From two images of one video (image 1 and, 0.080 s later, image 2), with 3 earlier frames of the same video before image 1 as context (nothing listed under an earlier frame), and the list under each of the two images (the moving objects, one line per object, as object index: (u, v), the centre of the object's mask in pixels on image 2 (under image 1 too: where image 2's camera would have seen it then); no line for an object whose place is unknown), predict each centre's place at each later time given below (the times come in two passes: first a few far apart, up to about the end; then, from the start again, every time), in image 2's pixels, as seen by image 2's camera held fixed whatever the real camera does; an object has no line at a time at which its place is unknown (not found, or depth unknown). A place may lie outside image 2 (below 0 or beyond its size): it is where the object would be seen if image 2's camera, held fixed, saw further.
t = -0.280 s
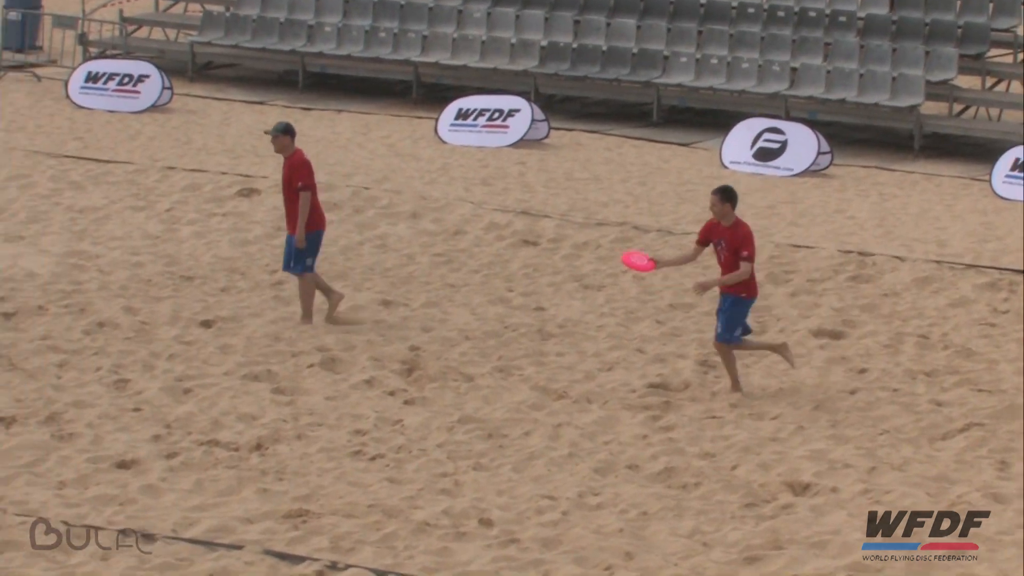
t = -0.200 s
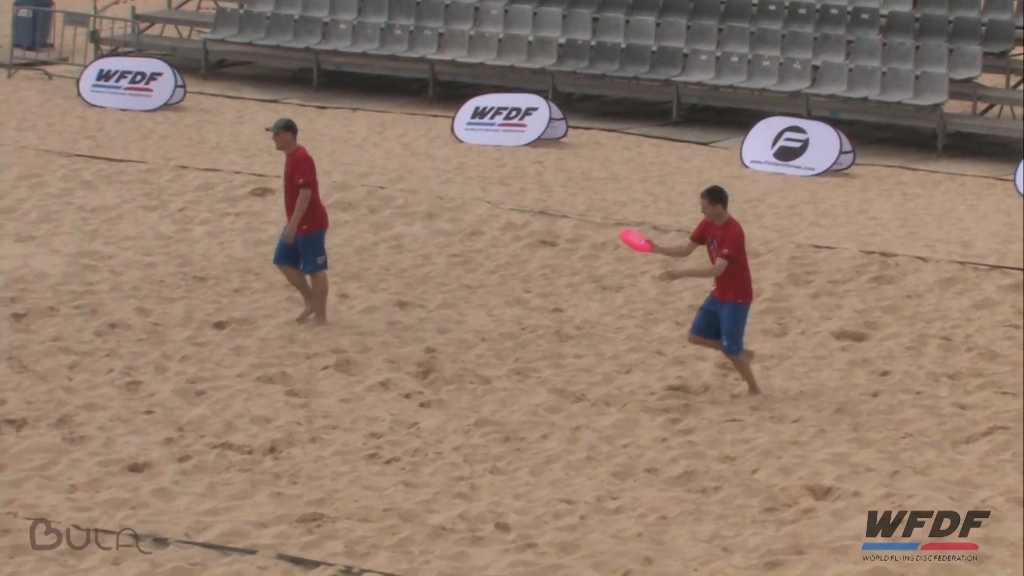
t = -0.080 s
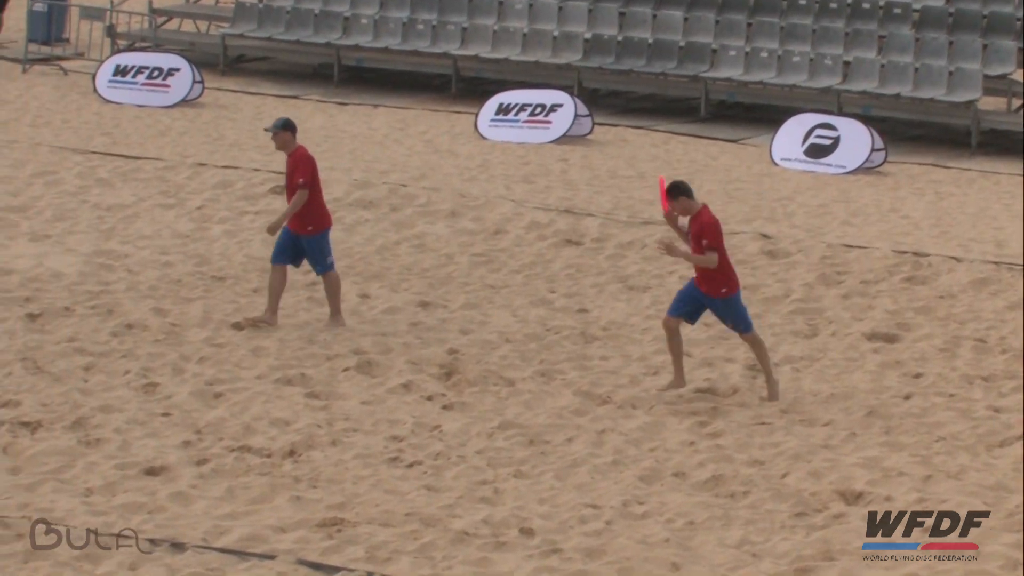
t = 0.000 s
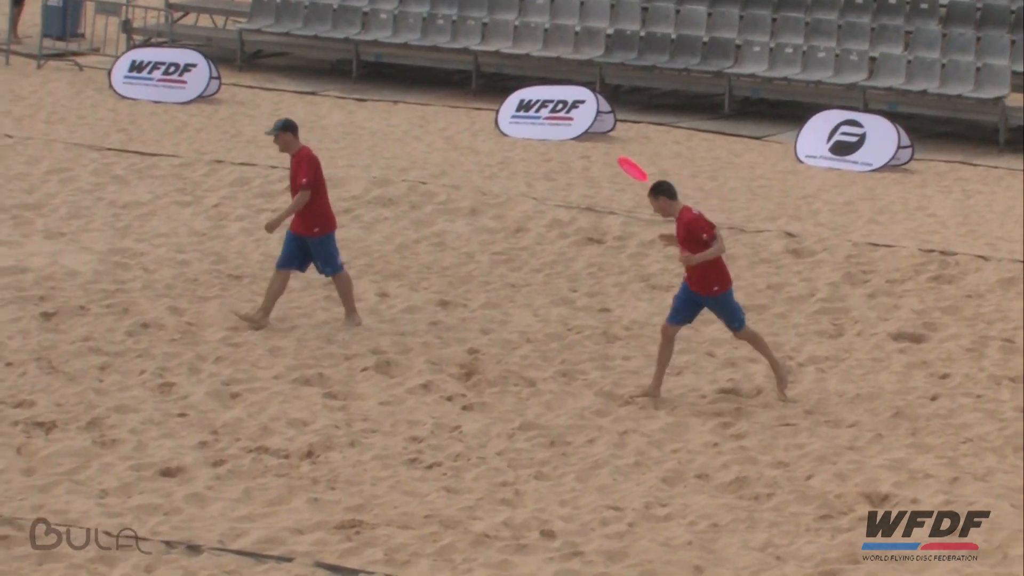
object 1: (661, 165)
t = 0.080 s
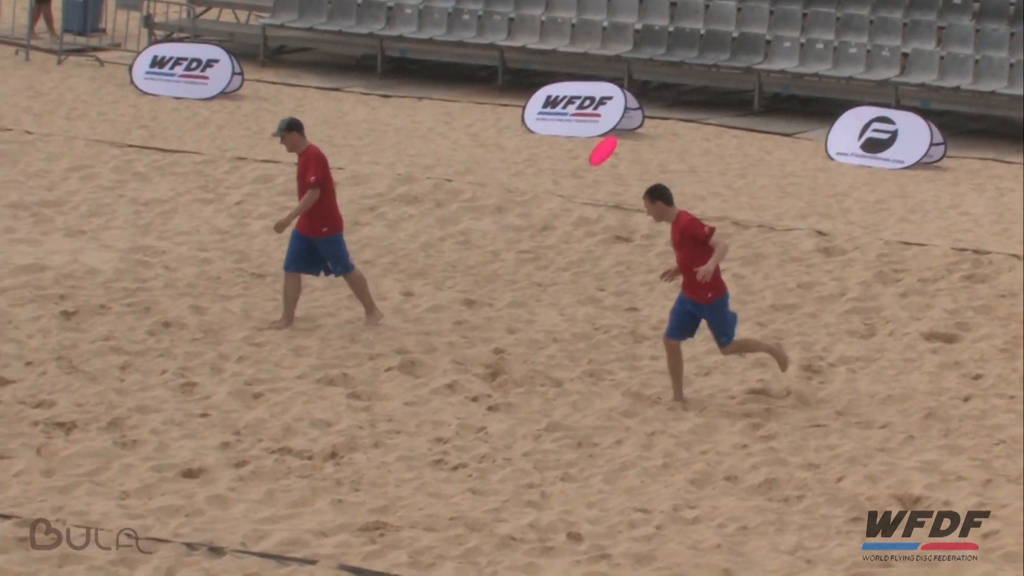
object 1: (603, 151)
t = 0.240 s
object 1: (500, 144)
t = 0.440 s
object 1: (386, 188)
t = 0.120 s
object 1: (576, 147)
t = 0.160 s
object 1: (549, 143)
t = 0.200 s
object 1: (524, 142)
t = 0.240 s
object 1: (500, 144)
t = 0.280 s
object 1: (476, 150)
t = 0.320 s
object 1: (453, 156)
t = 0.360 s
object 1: (430, 165)
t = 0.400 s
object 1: (408, 176)
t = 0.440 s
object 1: (386, 188)
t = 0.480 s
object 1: (364, 202)
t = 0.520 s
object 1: (344, 218)
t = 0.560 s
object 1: (325, 235)
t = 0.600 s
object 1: (306, 255)
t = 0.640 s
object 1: (287, 276)
